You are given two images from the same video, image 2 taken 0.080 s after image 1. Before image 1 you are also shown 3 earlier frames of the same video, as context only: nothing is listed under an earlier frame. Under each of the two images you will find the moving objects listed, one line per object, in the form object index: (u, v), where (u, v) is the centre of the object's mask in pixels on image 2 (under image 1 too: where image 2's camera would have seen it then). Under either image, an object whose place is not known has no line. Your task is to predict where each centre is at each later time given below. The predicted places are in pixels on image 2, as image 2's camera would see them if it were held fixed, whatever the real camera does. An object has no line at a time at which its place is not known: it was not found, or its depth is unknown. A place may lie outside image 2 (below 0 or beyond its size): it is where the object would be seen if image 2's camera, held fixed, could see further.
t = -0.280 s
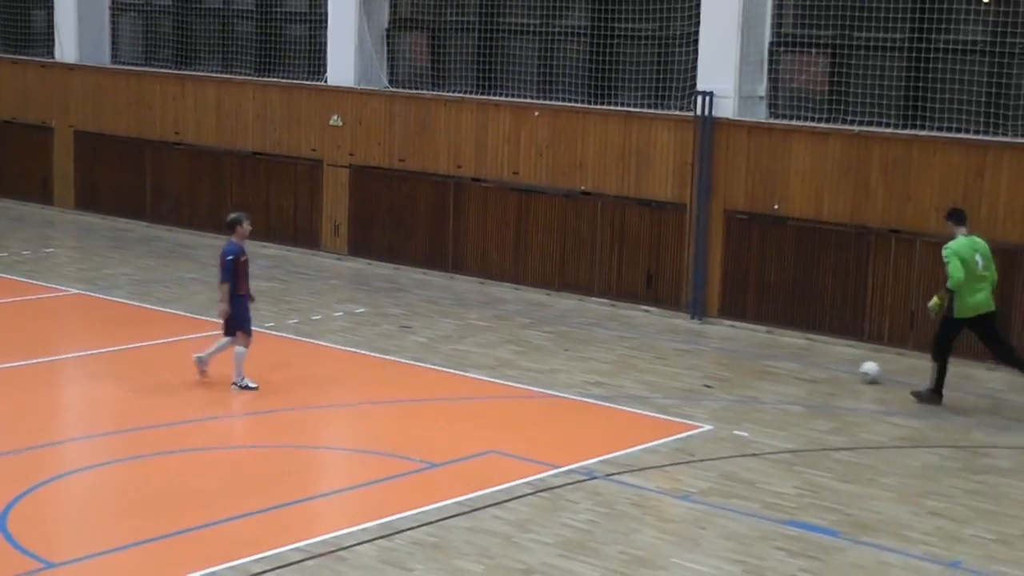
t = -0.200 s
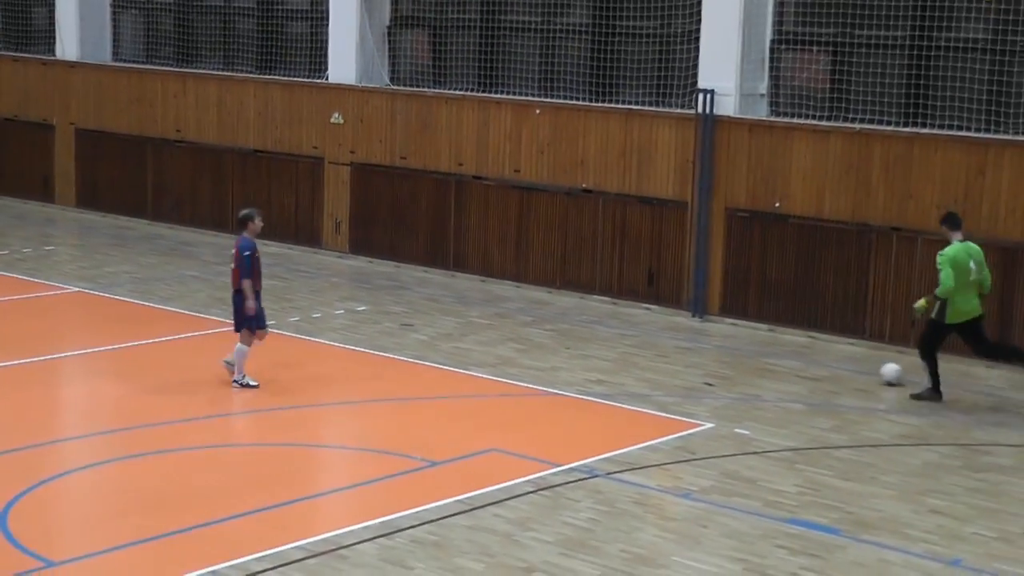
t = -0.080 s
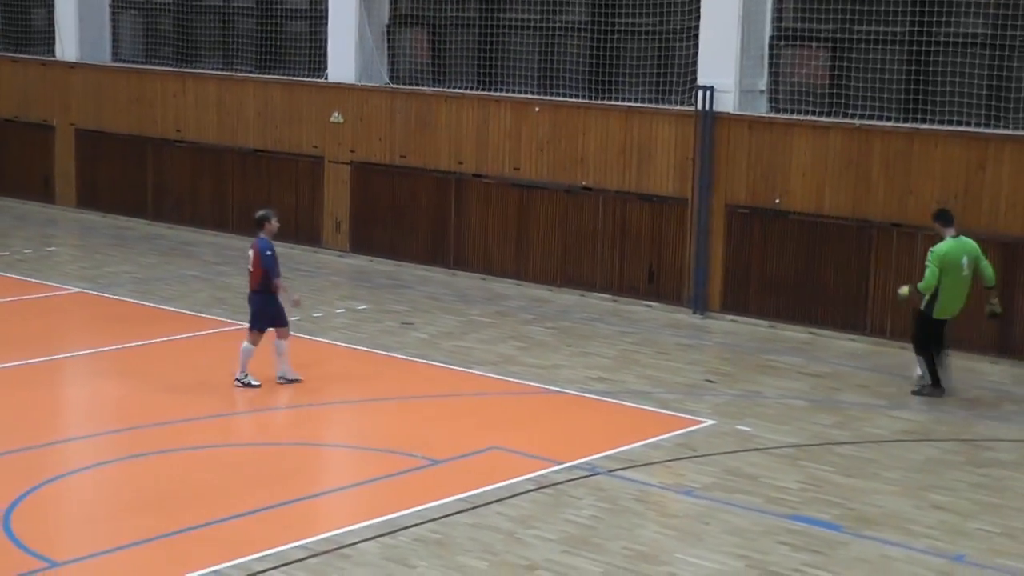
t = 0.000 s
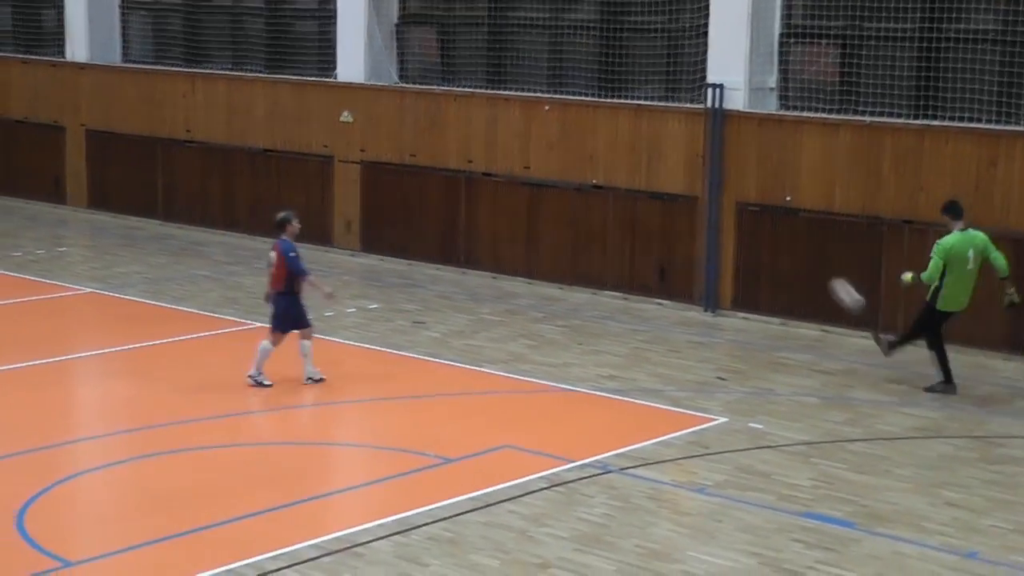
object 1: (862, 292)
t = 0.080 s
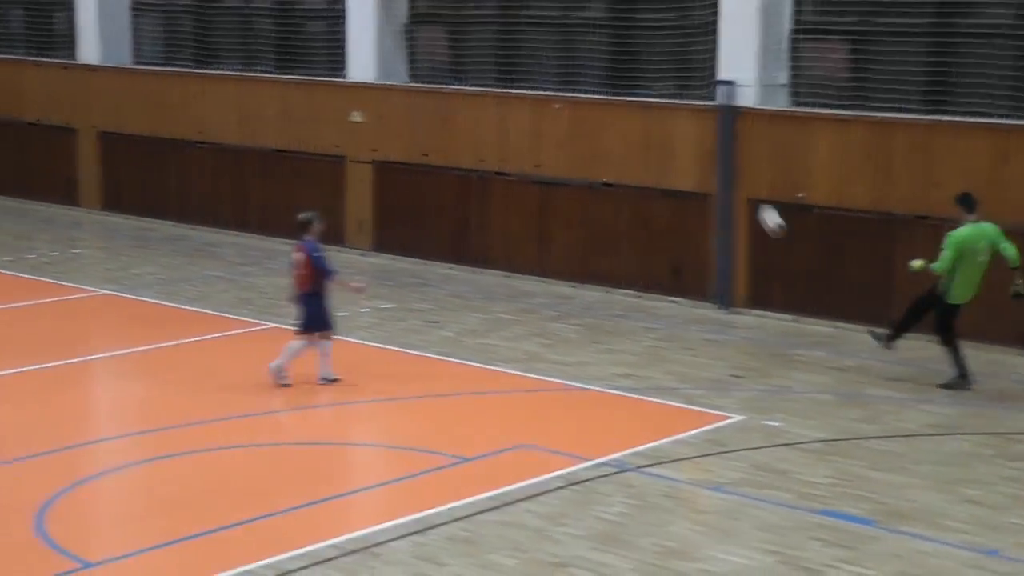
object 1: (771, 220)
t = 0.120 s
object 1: (727, 188)
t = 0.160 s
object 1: (685, 157)
